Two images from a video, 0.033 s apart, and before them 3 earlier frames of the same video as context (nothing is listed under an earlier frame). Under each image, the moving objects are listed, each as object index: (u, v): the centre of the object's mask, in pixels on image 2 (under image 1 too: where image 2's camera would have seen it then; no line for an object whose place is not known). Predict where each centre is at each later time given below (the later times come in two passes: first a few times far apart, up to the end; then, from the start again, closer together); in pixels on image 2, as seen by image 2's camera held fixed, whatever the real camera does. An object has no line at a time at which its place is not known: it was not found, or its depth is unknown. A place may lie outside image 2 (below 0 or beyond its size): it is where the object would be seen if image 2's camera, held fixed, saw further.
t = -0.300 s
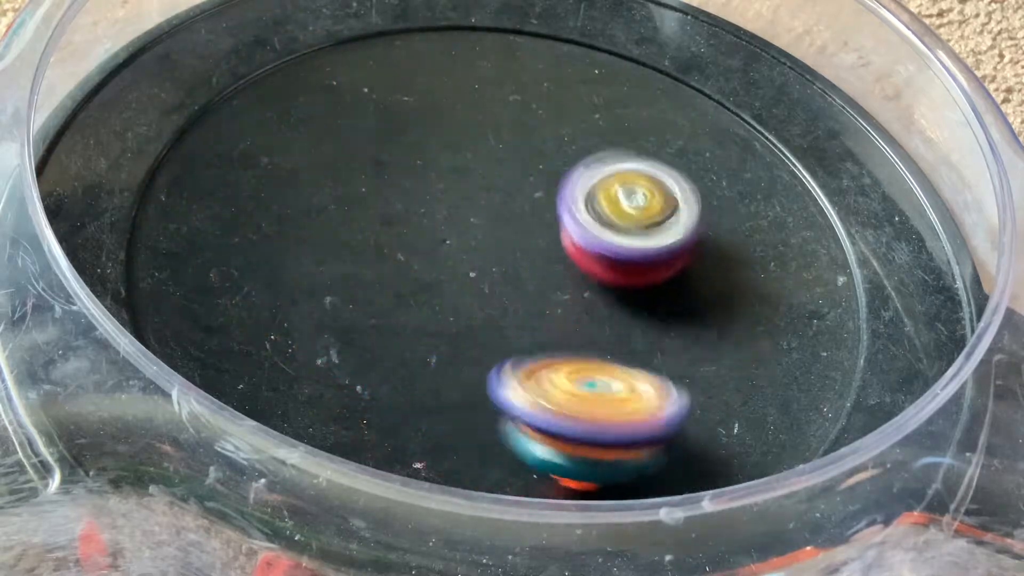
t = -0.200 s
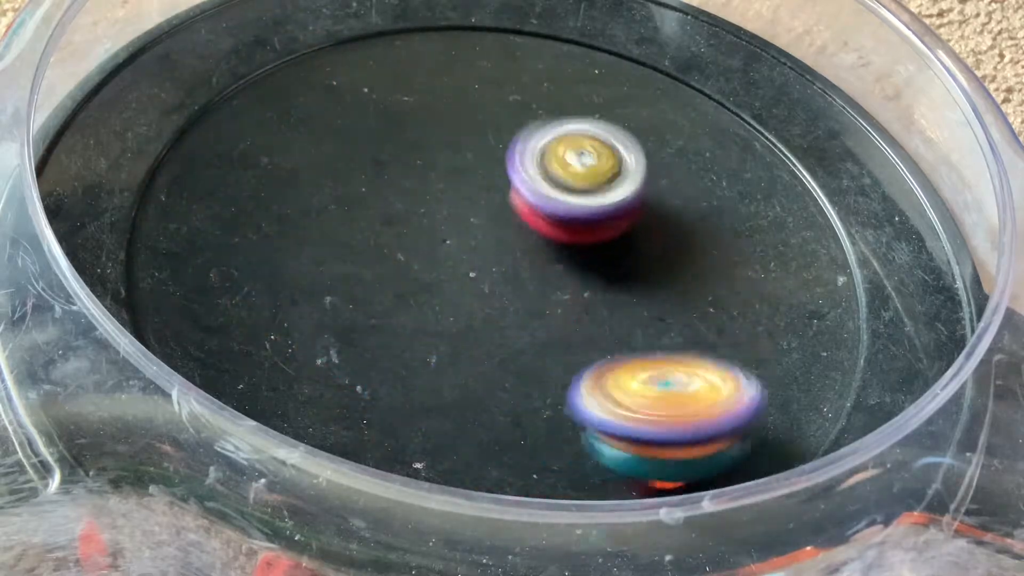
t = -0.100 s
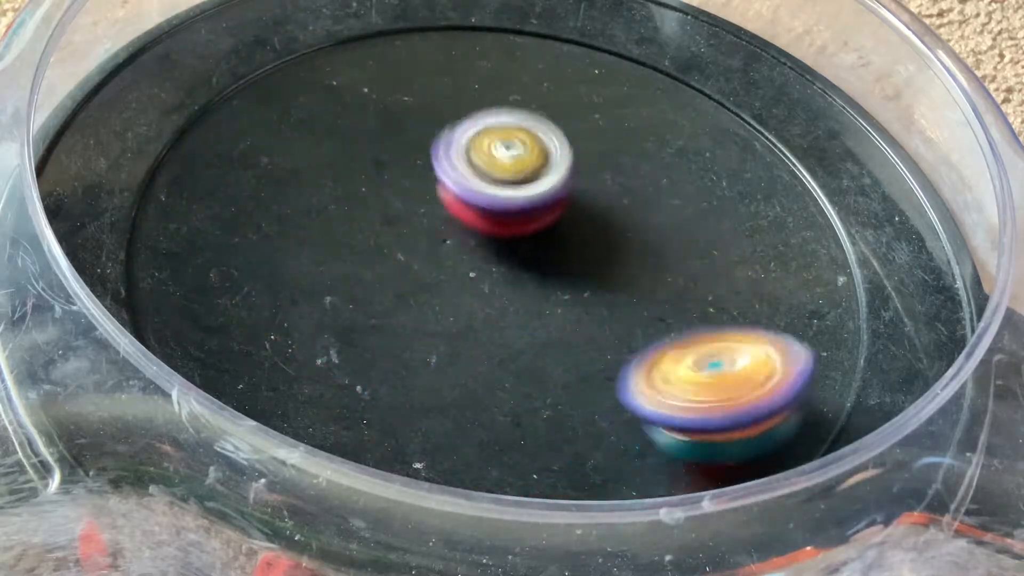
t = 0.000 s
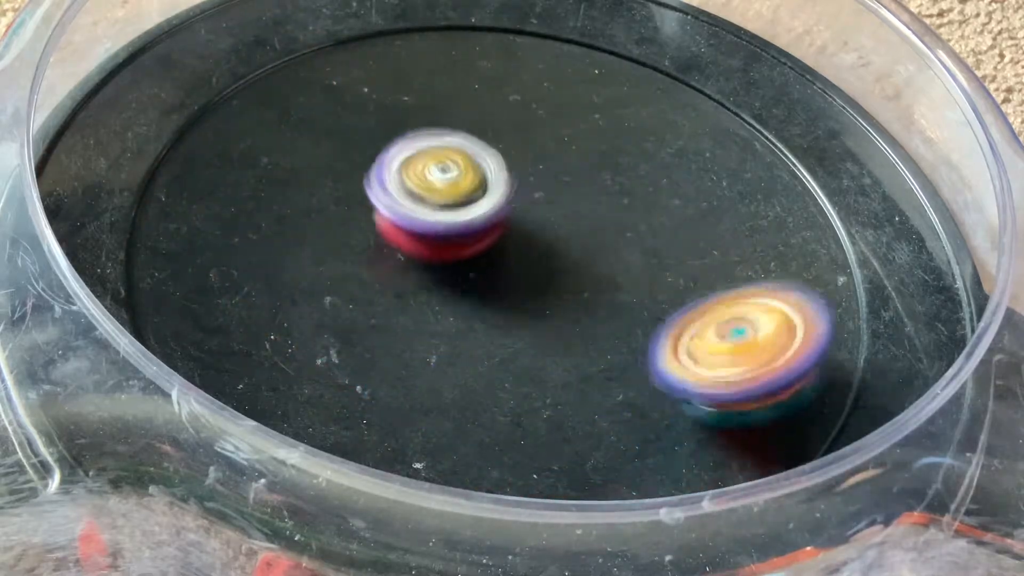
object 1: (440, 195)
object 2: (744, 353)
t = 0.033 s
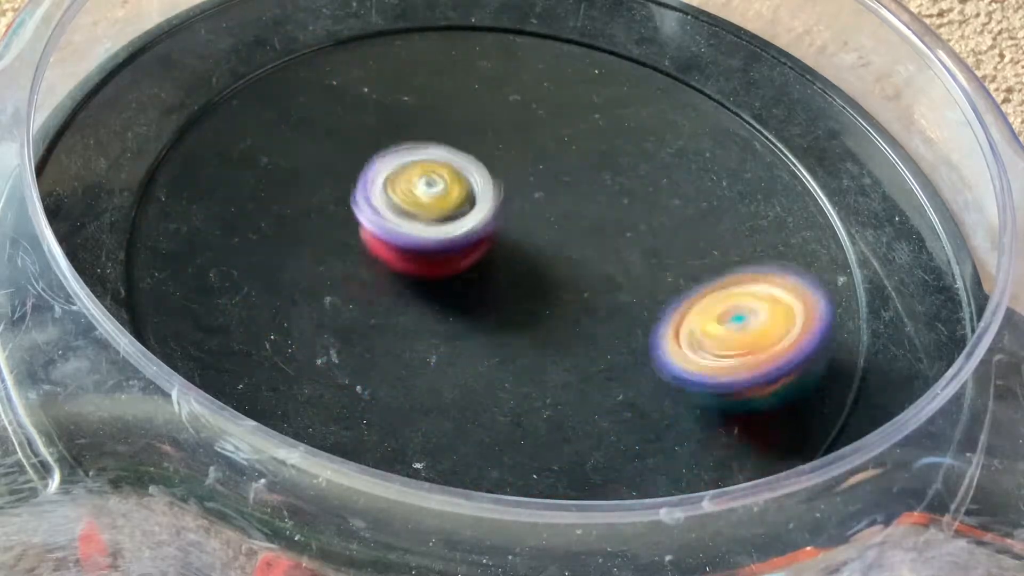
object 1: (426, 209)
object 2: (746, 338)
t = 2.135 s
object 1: (540, 289)
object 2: (676, 127)
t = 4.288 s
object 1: (558, 216)
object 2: (447, 121)
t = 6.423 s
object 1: (512, 247)
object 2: (439, 346)
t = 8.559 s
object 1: (493, 303)
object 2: (598, 205)
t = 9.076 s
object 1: (555, 258)
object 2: (379, 208)
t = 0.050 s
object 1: (420, 217)
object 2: (745, 329)
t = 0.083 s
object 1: (413, 234)
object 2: (742, 311)
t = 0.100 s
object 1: (412, 243)
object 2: (739, 299)
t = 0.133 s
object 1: (413, 262)
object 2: (730, 278)
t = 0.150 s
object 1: (414, 272)
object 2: (725, 266)
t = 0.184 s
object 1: (424, 290)
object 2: (713, 245)
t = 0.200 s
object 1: (432, 299)
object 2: (708, 234)
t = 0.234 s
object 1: (449, 315)
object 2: (694, 213)
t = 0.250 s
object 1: (458, 323)
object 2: (688, 202)
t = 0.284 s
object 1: (482, 335)
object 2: (673, 181)
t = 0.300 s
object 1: (496, 338)
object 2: (663, 170)
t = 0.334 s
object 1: (524, 343)
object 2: (648, 151)
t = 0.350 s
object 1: (538, 344)
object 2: (638, 141)
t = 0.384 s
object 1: (563, 340)
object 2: (622, 121)
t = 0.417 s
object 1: (585, 331)
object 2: (605, 104)
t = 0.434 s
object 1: (594, 324)
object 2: (597, 95)
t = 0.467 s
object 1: (609, 308)
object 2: (579, 82)
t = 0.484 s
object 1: (615, 300)
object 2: (570, 76)
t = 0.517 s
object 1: (620, 282)
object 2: (551, 67)
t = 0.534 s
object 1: (620, 272)
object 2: (541, 63)
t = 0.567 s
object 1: (617, 254)
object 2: (522, 58)
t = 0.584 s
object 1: (614, 245)
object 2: (514, 56)
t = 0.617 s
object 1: (603, 227)
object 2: (496, 55)
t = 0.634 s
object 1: (596, 219)
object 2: (487, 54)
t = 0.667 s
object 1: (579, 204)
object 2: (471, 56)
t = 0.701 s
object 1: (561, 192)
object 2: (455, 56)
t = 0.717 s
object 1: (550, 186)
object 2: (449, 58)
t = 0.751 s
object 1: (528, 176)
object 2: (432, 61)
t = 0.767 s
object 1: (518, 172)
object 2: (425, 62)
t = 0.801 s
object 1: (497, 168)
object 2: (407, 66)
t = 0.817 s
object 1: (491, 173)
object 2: (396, 67)
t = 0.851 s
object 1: (484, 186)
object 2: (382, 71)
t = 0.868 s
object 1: (482, 192)
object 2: (376, 77)
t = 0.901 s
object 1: (479, 208)
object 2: (364, 89)
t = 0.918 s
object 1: (478, 217)
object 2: (359, 97)
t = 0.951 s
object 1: (481, 234)
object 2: (347, 116)
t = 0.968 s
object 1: (485, 243)
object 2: (341, 126)
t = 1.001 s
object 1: (493, 260)
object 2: (332, 146)
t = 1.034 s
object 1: (506, 276)
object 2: (323, 168)
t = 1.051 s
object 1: (514, 283)
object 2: (320, 181)
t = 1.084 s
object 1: (531, 296)
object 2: (315, 203)
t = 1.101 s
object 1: (540, 302)
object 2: (314, 217)
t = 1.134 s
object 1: (561, 313)
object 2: (313, 241)
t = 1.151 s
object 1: (571, 316)
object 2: (314, 254)
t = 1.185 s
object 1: (593, 320)
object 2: (315, 277)
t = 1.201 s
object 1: (606, 319)
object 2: (317, 292)
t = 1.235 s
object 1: (627, 314)
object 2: (323, 314)
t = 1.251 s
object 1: (635, 310)
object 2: (329, 329)
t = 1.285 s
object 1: (647, 298)
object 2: (340, 351)
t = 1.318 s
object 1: (652, 283)
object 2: (355, 370)
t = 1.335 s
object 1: (650, 275)
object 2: (362, 378)
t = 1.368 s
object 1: (643, 261)
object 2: (380, 393)
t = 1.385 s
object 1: (637, 253)
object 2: (390, 399)
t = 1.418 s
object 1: (619, 240)
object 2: (410, 408)
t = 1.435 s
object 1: (611, 235)
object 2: (422, 412)
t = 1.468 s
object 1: (589, 226)
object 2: (443, 417)
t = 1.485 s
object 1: (575, 223)
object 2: (455, 420)
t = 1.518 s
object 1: (551, 220)
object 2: (478, 421)
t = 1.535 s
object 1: (539, 219)
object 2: (490, 422)
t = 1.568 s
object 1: (516, 220)
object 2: (515, 420)
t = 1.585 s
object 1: (505, 221)
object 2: (527, 416)
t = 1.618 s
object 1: (483, 222)
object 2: (552, 410)
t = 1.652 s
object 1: (460, 226)
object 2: (573, 399)
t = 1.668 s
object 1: (448, 230)
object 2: (585, 393)
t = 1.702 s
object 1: (429, 238)
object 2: (606, 379)
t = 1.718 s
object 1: (421, 243)
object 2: (619, 370)
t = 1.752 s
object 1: (408, 254)
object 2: (639, 351)
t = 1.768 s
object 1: (404, 260)
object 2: (648, 342)
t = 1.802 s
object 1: (395, 273)
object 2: (665, 321)
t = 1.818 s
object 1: (392, 280)
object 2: (673, 310)
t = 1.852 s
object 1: (393, 296)
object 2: (684, 289)
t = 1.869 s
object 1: (397, 304)
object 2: (689, 279)
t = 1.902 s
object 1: (409, 319)
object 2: (695, 255)
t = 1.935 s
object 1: (429, 330)
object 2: (701, 232)
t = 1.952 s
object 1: (441, 333)
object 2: (702, 222)
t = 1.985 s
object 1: (464, 335)
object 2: (705, 199)
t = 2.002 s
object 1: (476, 335)
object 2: (705, 190)
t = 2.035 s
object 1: (499, 331)
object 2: (702, 170)
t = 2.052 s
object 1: (509, 326)
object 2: (699, 160)
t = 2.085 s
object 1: (526, 314)
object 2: (692, 145)
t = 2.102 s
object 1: (533, 305)
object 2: (688, 139)
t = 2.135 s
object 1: (540, 289)
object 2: (676, 127)
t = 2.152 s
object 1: (543, 282)
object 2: (672, 121)
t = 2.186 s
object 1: (547, 265)
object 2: (657, 110)
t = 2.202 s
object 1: (547, 257)
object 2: (650, 106)
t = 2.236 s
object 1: (545, 239)
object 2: (634, 98)
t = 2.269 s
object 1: (540, 223)
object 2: (618, 89)
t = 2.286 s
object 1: (535, 215)
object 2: (608, 88)
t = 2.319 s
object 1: (527, 199)
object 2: (590, 82)
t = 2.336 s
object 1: (522, 192)
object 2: (581, 80)
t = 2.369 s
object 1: (504, 187)
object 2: (566, 73)
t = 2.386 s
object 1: (494, 186)
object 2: (559, 69)
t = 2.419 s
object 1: (471, 184)
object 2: (544, 68)
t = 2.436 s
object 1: (460, 185)
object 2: (535, 69)
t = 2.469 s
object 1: (442, 188)
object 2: (516, 72)
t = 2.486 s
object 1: (431, 191)
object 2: (506, 72)
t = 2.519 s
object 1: (415, 198)
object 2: (487, 78)
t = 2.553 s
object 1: (402, 210)
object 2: (466, 84)
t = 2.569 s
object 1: (398, 216)
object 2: (456, 87)
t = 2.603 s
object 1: (391, 229)
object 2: (436, 95)
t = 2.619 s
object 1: (390, 236)
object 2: (427, 100)
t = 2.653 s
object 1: (391, 252)
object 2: (407, 111)
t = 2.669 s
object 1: (396, 260)
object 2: (399, 119)
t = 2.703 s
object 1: (408, 273)
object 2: (380, 131)
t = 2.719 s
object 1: (415, 280)
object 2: (372, 139)
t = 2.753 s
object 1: (433, 293)
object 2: (357, 154)
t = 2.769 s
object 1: (443, 298)
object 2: (349, 163)
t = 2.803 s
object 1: (467, 304)
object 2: (336, 179)
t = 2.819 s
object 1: (477, 304)
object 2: (330, 188)
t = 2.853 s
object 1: (499, 307)
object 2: (322, 208)
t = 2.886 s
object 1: (525, 304)
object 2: (315, 229)
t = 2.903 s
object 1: (534, 300)
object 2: (313, 238)
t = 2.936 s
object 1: (551, 293)
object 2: (308, 259)
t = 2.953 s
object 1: (562, 289)
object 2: (308, 269)
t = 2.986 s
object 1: (576, 276)
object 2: (309, 288)
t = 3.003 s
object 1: (581, 270)
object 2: (311, 299)
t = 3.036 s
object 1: (589, 257)
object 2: (317, 313)
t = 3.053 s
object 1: (592, 250)
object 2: (321, 324)
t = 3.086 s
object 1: (594, 234)
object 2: (333, 339)
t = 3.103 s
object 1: (593, 226)
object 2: (339, 346)
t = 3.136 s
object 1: (589, 212)
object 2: (356, 357)
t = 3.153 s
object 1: (585, 204)
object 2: (363, 362)
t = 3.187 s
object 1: (575, 190)
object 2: (384, 373)
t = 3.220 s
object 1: (561, 180)
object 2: (406, 379)
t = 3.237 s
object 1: (554, 174)
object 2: (418, 382)
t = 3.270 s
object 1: (538, 166)
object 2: (442, 385)
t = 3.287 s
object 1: (529, 162)
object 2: (457, 386)
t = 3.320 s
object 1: (509, 159)
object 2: (481, 385)
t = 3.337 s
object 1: (500, 159)
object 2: (496, 384)
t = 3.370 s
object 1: (482, 160)
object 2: (522, 379)
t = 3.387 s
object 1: (471, 162)
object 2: (536, 376)
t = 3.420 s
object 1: (454, 169)
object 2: (560, 367)
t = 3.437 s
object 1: (446, 173)
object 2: (572, 361)
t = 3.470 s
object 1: (433, 183)
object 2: (597, 348)
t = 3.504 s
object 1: (424, 197)
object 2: (621, 333)
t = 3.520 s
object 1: (421, 205)
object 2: (631, 326)
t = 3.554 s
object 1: (419, 219)
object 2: (648, 310)
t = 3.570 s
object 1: (419, 227)
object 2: (656, 300)
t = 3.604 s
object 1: (422, 244)
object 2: (670, 281)
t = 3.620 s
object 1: (427, 252)
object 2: (676, 271)
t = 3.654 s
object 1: (437, 266)
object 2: (685, 253)
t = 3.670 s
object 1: (441, 274)
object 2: (687, 240)
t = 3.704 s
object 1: (458, 288)
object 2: (692, 222)
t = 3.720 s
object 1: (466, 294)
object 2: (694, 214)
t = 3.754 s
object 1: (484, 305)
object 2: (695, 194)
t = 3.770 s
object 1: (494, 310)
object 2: (694, 188)
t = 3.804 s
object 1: (518, 316)
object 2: (690, 173)
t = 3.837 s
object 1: (538, 319)
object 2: (682, 160)
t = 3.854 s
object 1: (549, 320)
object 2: (679, 153)
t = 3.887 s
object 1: (572, 317)
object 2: (667, 144)
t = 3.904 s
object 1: (581, 313)
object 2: (661, 139)
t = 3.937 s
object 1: (598, 308)
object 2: (648, 129)
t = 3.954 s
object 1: (608, 302)
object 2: (640, 126)
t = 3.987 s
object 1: (617, 288)
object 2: (626, 117)
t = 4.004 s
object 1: (621, 282)
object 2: (617, 116)
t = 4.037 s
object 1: (627, 268)
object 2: (600, 111)
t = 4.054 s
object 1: (627, 260)
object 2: (591, 109)
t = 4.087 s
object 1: (624, 245)
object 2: (572, 106)
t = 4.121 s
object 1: (616, 231)
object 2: (550, 105)
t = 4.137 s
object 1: (611, 224)
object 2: (540, 105)
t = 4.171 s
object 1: (596, 212)
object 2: (516, 104)
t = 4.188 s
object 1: (589, 208)
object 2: (504, 106)
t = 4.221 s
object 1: (578, 206)
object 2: (481, 107)
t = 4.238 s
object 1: (572, 207)
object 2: (472, 110)
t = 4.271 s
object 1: (560, 211)
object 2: (457, 117)
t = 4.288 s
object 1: (558, 216)
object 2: (447, 121)
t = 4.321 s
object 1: (555, 227)
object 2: (430, 133)
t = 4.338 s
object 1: (553, 232)
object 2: (420, 140)
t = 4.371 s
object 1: (554, 246)
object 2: (404, 151)
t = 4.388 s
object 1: (557, 252)
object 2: (396, 158)
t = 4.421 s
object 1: (559, 264)
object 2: (380, 173)
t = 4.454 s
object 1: (568, 276)
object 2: (368, 187)
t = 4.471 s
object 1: (572, 279)
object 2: (362, 196)
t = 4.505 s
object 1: (582, 289)
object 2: (353, 214)
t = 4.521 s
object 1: (589, 290)
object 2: (349, 223)
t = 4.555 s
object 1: (596, 292)
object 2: (343, 242)
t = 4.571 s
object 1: (600, 293)
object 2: (340, 250)
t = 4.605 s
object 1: (604, 292)
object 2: (337, 270)
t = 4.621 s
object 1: (604, 292)
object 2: (336, 278)
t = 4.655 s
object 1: (607, 290)
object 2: (338, 294)
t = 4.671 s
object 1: (605, 288)
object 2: (341, 306)
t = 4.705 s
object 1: (602, 284)
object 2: (346, 321)
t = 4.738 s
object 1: (595, 278)
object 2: (356, 334)
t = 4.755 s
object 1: (591, 275)
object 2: (362, 340)
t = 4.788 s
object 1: (580, 270)
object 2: (376, 352)
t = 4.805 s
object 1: (572, 268)
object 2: (384, 356)
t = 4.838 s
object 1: (556, 264)
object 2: (399, 362)
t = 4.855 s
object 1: (546, 263)
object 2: (411, 366)
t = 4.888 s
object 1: (530, 263)
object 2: (430, 370)
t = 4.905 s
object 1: (520, 263)
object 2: (439, 372)
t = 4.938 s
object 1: (503, 261)
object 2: (464, 372)
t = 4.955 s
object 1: (495, 260)
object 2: (476, 372)
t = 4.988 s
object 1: (481, 256)
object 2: (497, 376)
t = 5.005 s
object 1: (474, 252)
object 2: (507, 376)
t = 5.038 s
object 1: (461, 243)
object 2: (526, 370)
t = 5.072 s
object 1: (448, 234)
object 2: (546, 364)
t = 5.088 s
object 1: (440, 230)
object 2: (556, 358)
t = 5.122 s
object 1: (427, 222)
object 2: (577, 347)
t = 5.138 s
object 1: (418, 220)
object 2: (584, 341)
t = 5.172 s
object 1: (405, 216)
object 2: (602, 326)
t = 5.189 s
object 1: (398, 214)
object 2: (610, 319)
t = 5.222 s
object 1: (386, 214)
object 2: (622, 303)
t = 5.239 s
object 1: (383, 214)
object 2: (630, 293)
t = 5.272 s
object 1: (376, 217)
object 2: (638, 276)
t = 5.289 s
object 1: (375, 218)
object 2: (640, 266)
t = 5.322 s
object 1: (375, 222)
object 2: (644, 245)
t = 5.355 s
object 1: (380, 227)
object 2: (646, 228)
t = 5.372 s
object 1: (383, 227)
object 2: (646, 220)
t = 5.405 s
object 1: (390, 233)
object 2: (644, 202)
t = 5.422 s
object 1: (396, 234)
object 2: (643, 192)
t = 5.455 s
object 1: (409, 239)
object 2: (636, 176)
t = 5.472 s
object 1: (420, 240)
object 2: (633, 168)
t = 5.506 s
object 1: (435, 240)
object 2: (627, 153)
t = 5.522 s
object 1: (446, 239)
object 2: (621, 145)
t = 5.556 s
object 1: (461, 235)
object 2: (613, 133)
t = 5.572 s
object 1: (470, 234)
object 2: (607, 129)
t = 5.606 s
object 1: (484, 226)
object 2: (595, 120)
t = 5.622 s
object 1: (491, 224)
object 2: (589, 118)
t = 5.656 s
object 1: (503, 216)
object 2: (578, 110)
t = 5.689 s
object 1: (516, 210)
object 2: (565, 105)
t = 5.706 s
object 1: (516, 212)
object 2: (559, 101)
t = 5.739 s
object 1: (521, 220)
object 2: (546, 94)
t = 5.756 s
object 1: (522, 225)
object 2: (538, 94)
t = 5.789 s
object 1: (530, 234)
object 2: (521, 92)
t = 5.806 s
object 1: (533, 240)
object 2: (514, 95)
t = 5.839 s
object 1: (545, 248)
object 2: (496, 96)
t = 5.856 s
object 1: (548, 253)
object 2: (487, 99)
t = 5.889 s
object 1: (561, 259)
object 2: (470, 105)
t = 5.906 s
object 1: (565, 263)
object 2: (459, 107)
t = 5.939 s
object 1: (580, 265)
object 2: (444, 117)
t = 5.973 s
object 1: (592, 268)
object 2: (427, 127)
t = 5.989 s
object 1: (596, 265)
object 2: (421, 132)
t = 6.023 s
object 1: (602, 264)
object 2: (407, 144)
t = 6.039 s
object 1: (603, 261)
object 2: (400, 149)
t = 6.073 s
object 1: (605, 259)
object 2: (391, 165)
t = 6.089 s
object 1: (603, 255)
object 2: (386, 172)
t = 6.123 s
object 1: (601, 253)
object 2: (379, 188)
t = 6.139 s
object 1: (597, 251)
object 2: (376, 197)
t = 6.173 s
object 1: (591, 248)
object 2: (375, 214)
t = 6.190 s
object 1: (587, 247)
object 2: (375, 224)
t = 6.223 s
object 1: (578, 245)
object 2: (376, 243)
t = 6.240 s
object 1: (572, 243)
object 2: (377, 252)
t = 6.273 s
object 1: (560, 243)
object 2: (383, 270)
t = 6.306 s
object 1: (549, 244)
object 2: (393, 288)
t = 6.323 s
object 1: (540, 245)
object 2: (399, 297)
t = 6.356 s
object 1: (529, 247)
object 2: (412, 313)
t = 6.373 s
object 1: (522, 248)
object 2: (421, 320)
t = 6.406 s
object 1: (516, 247)
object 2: (431, 340)
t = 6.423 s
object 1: (512, 247)
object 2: (439, 346)
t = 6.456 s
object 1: (509, 245)
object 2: (456, 358)
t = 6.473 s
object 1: (507, 245)
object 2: (465, 360)
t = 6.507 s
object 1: (501, 243)
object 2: (487, 369)
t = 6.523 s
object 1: (501, 244)
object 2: (497, 371)
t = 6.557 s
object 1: (496, 242)
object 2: (520, 376)
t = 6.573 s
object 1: (495, 242)
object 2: (531, 376)
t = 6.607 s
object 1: (489, 242)
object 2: (550, 374)
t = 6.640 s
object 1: (486, 241)
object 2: (571, 371)
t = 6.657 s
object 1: (484, 242)
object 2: (578, 368)
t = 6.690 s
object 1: (481, 241)
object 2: (594, 358)
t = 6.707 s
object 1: (479, 241)
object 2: (601, 353)
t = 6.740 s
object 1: (478, 243)
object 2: (614, 344)
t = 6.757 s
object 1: (476, 242)
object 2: (618, 337)
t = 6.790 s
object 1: (475, 242)
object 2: (630, 322)
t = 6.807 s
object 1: (473, 243)
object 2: (632, 315)
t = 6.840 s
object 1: (474, 245)
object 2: (636, 298)
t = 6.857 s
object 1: (472, 246)
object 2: (639, 289)
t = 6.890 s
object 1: (473, 245)
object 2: (638, 270)
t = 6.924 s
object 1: (475, 248)
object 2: (635, 255)
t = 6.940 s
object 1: (475, 248)
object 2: (633, 244)
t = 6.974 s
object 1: (480, 249)
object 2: (625, 230)
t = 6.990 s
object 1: (480, 250)
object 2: (622, 220)
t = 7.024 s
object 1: (478, 251)
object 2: (617, 206)
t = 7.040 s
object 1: (475, 253)
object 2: (614, 196)
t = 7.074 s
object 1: (471, 255)
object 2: (605, 180)
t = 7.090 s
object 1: (471, 256)
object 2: (599, 173)
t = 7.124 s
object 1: (471, 256)
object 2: (590, 163)
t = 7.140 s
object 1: (470, 255)
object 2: (584, 157)
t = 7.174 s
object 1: (471, 255)
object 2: (573, 146)
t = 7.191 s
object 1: (470, 255)
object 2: (562, 141)
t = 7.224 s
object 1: (471, 255)
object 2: (548, 134)
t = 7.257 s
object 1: (472, 255)
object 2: (532, 127)
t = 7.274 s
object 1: (472, 254)
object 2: (523, 125)
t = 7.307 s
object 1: (475, 253)
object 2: (505, 120)
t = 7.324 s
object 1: (474, 253)
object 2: (496, 120)
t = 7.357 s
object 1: (476, 250)
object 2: (474, 118)
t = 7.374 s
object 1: (477, 250)
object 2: (468, 121)
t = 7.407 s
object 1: (480, 249)
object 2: (450, 120)
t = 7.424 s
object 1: (482, 248)
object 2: (442, 122)
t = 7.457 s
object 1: (486, 246)
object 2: (425, 127)
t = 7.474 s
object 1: (486, 244)
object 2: (417, 130)
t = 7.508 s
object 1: (494, 245)
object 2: (402, 137)
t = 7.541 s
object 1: (504, 251)
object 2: (391, 144)
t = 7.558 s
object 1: (507, 251)
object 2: (385, 150)
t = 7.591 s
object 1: (521, 256)
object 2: (376, 164)
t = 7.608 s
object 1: (525, 258)
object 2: (375, 173)
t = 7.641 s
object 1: (539, 258)
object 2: (371, 182)
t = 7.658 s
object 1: (548, 260)
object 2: (371, 192)
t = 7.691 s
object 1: (560, 258)
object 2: (372, 208)
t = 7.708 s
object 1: (566, 255)
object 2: (375, 215)
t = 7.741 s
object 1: (576, 250)
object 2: (381, 232)
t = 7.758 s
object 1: (577, 245)
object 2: (385, 241)
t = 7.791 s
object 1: (582, 238)
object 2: (397, 256)
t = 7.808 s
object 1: (582, 235)
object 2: (402, 261)
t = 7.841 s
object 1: (579, 229)
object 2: (418, 276)
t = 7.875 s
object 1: (574, 223)
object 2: (437, 287)
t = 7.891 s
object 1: (570, 222)
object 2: (447, 291)
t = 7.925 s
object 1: (564, 217)
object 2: (469, 300)
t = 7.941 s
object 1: (559, 216)
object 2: (479, 304)
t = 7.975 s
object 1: (556, 212)
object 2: (497, 310)
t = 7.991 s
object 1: (552, 209)
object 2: (504, 316)
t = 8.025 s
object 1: (549, 204)
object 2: (519, 326)
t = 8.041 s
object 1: (551, 204)
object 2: (531, 328)
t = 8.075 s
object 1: (542, 203)
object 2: (552, 332)
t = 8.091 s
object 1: (534, 203)
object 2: (563, 333)
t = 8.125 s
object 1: (522, 206)
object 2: (579, 331)
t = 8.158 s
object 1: (513, 210)
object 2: (598, 328)
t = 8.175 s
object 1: (509, 214)
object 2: (607, 327)
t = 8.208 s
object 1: (501, 220)
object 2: (618, 320)
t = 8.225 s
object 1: (498, 223)
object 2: (623, 316)
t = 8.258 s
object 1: (492, 231)
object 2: (634, 308)
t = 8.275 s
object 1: (489, 235)
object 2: (638, 304)
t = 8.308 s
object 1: (485, 243)
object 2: (643, 290)
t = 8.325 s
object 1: (485, 247)
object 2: (645, 284)
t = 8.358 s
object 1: (486, 255)
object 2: (647, 269)
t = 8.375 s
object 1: (483, 260)
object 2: (643, 265)
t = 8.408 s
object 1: (485, 268)
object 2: (642, 253)
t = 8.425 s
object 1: (486, 273)
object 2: (641, 245)
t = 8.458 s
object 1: (484, 281)
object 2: (634, 235)
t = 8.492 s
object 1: (484, 290)
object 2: (626, 223)
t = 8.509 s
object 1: (485, 292)
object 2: (618, 218)
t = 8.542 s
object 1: (490, 298)
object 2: (605, 209)
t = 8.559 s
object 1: (493, 303)
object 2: (598, 205)
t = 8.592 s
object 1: (498, 306)
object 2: (586, 196)
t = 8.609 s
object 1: (503, 305)
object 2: (577, 191)
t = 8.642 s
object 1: (511, 307)
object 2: (562, 184)
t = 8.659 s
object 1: (513, 306)
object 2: (552, 181)
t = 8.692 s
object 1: (519, 304)
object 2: (534, 177)
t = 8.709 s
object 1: (523, 302)
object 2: (524, 173)
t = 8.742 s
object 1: (528, 296)
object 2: (507, 170)
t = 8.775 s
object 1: (531, 289)
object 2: (487, 169)
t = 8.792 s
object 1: (531, 286)
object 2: (476, 168)
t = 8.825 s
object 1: (534, 283)
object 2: (461, 166)
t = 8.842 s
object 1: (536, 280)
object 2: (452, 167)
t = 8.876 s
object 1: (539, 277)
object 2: (437, 173)
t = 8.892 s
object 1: (539, 277)
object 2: (430, 173)
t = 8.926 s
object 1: (539, 274)
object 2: (416, 179)
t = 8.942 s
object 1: (540, 270)
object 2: (411, 183)
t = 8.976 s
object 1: (539, 266)
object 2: (401, 189)
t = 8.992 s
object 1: (540, 266)
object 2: (395, 192)
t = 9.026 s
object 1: (548, 264)
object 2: (383, 195)
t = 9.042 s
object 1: (550, 262)
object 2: (383, 201)
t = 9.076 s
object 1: (555, 258)
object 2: (379, 208)
